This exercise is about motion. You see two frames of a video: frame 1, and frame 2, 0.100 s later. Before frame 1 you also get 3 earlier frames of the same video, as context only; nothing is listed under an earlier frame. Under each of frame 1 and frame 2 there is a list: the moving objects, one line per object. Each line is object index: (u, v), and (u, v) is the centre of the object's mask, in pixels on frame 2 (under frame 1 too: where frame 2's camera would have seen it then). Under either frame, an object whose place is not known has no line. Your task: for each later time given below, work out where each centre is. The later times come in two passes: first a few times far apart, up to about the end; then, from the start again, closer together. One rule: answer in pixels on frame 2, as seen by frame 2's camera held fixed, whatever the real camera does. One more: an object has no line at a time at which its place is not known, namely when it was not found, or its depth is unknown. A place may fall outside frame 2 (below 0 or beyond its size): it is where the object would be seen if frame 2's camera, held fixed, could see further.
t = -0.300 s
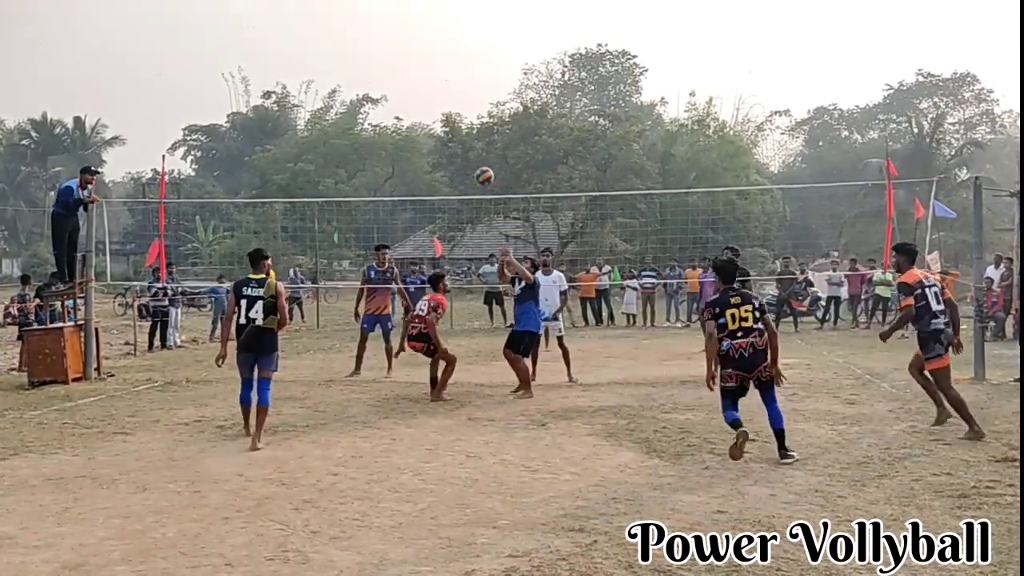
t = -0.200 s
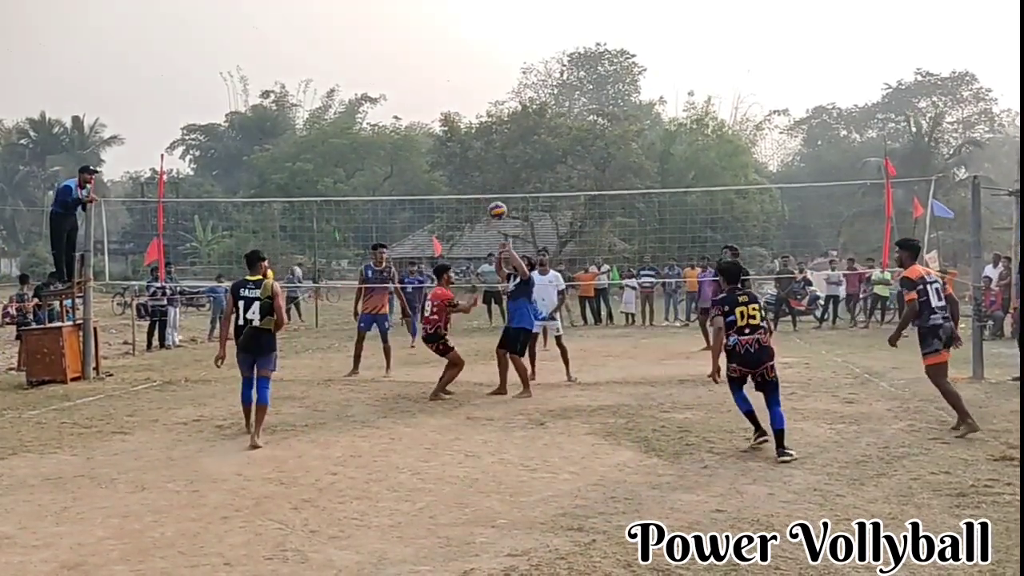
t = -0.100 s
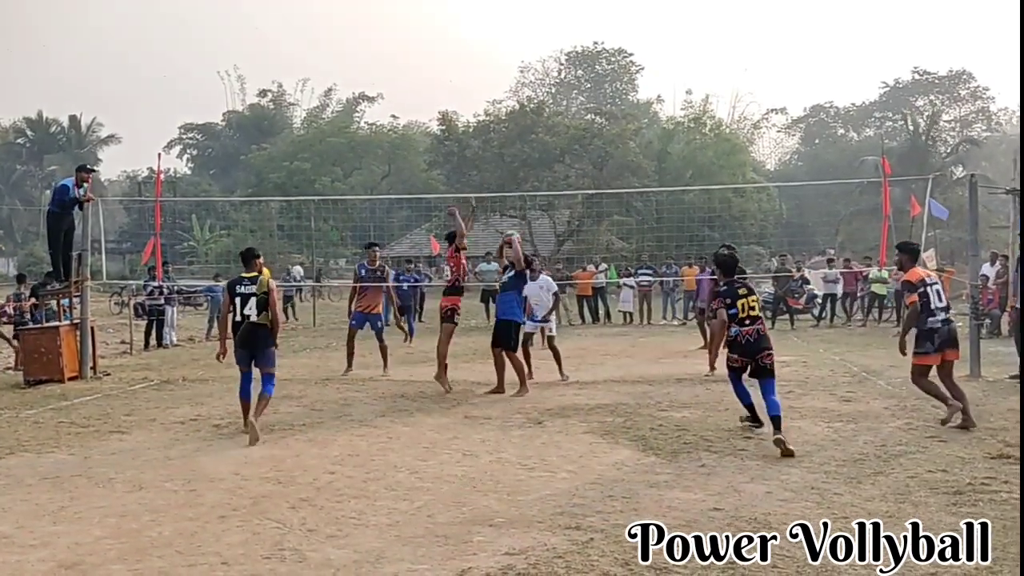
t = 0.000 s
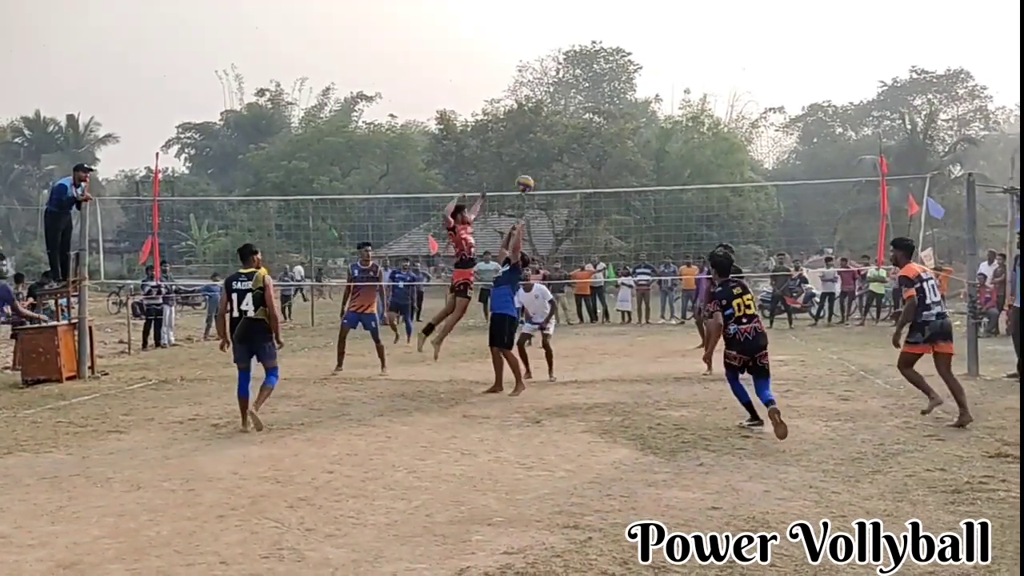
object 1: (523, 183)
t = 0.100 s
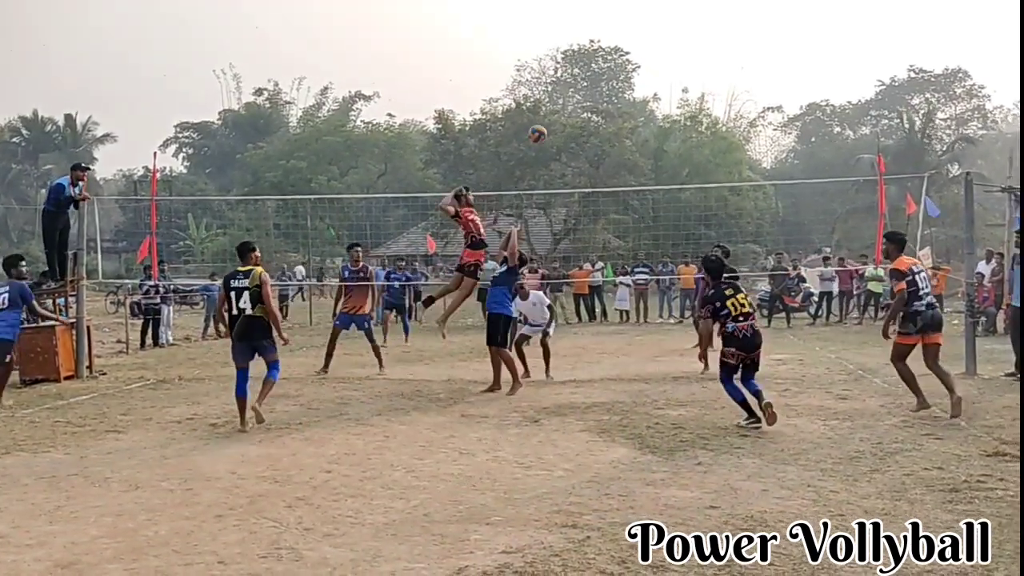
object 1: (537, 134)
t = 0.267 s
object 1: (562, 70)
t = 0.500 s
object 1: (596, 20)
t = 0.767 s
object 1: (635, 19)
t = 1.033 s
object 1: (674, 78)
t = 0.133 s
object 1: (543, 119)
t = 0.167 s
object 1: (547, 106)
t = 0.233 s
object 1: (556, 82)
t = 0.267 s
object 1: (562, 70)
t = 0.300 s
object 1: (567, 60)
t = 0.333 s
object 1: (571, 52)
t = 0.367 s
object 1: (576, 43)
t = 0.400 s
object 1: (581, 36)
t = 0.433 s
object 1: (586, 30)
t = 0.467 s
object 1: (591, 25)
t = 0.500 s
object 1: (596, 20)
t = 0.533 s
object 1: (601, 17)
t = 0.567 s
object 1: (606, 15)
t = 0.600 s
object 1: (611, 13)
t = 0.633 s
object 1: (616, 12)
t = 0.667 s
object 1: (621, 13)
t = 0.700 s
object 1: (626, 14)
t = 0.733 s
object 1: (631, 16)
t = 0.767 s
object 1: (635, 19)
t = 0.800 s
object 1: (640, 24)
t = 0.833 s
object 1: (645, 29)
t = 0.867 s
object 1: (650, 34)
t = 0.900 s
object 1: (655, 42)
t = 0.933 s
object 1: (660, 49)
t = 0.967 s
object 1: (664, 58)
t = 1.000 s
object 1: (669, 68)
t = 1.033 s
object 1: (674, 78)
